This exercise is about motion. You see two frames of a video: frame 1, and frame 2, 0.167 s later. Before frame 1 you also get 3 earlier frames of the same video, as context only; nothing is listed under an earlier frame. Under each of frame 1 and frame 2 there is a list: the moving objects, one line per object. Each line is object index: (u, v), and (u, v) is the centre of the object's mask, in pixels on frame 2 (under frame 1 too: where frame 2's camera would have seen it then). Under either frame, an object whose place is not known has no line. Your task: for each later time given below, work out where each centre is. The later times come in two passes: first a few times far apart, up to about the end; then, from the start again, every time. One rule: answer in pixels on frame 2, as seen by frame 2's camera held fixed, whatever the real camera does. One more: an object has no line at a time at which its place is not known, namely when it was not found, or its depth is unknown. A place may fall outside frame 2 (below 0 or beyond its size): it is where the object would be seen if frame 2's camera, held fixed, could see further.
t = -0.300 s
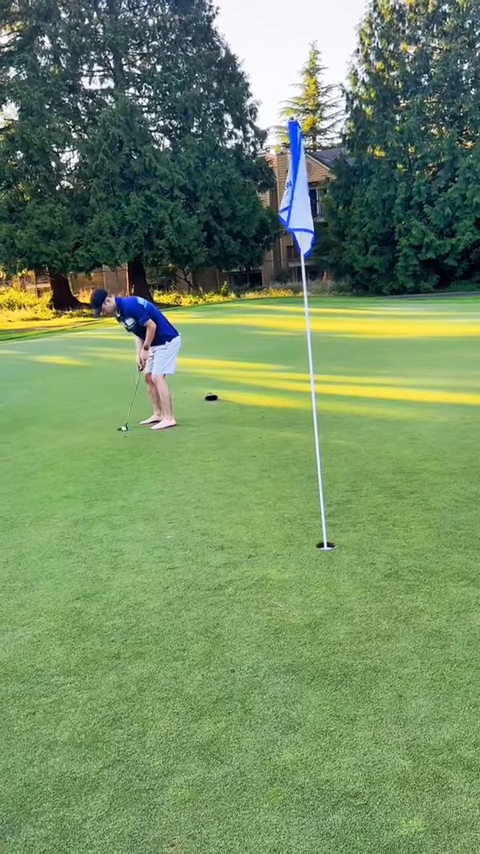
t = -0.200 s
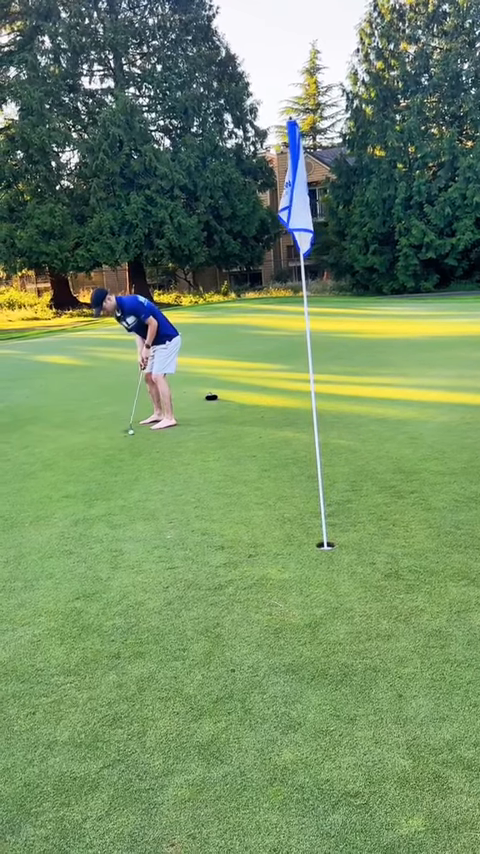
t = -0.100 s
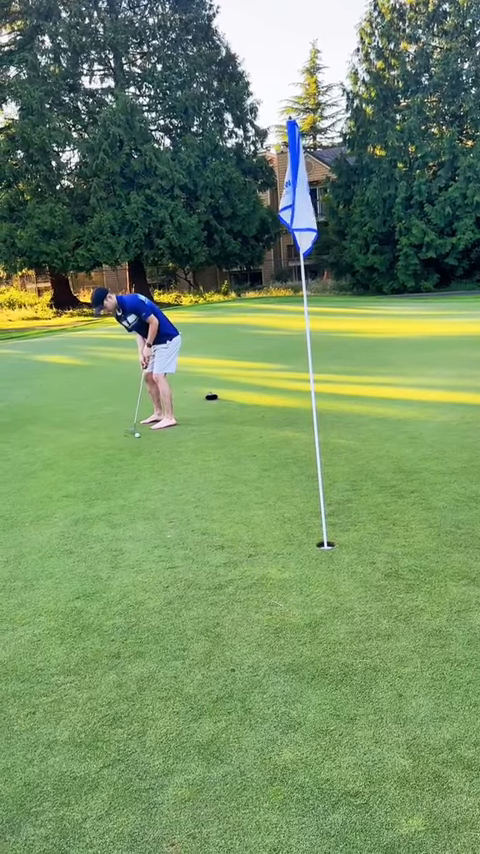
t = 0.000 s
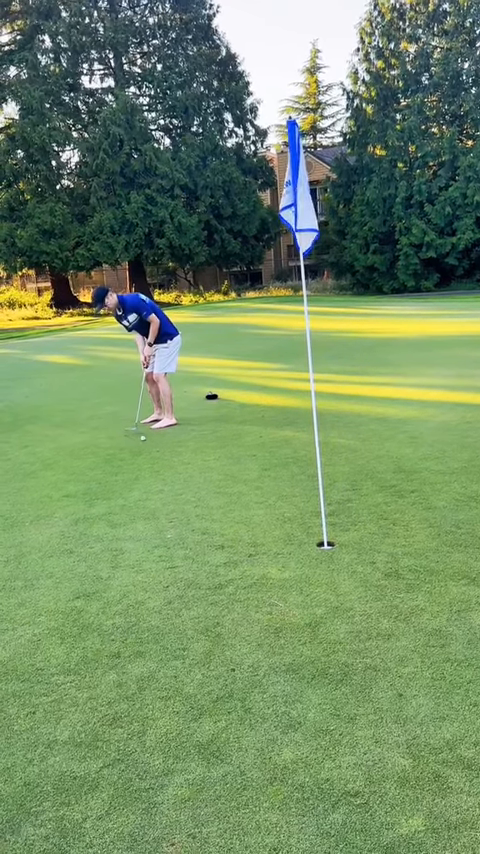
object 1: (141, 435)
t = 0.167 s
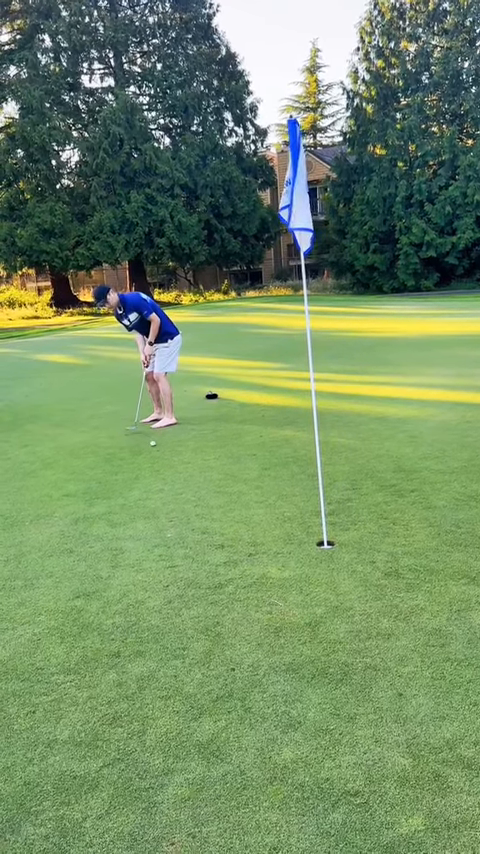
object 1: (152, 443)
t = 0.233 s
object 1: (156, 446)
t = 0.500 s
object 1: (171, 456)
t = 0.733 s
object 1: (183, 466)
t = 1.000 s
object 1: (196, 477)
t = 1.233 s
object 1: (209, 487)
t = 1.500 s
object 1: (223, 500)
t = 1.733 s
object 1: (234, 511)
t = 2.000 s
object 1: (246, 525)
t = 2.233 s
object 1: (255, 536)
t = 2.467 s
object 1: (264, 547)
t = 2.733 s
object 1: (273, 560)
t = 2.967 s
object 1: (278, 570)
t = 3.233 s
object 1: (283, 581)
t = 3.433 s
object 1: (287, 588)
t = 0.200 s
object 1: (154, 444)
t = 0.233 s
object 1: (156, 446)
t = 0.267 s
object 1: (158, 447)
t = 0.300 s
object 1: (160, 448)
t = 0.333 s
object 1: (162, 449)
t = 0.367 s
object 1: (164, 451)
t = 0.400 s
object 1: (165, 452)
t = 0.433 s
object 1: (167, 453)
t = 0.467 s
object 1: (169, 455)
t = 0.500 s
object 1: (171, 456)
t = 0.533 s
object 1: (172, 457)
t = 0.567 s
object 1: (174, 459)
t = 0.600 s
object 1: (176, 460)
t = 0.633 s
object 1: (178, 461)
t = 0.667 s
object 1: (179, 463)
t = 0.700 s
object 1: (181, 464)
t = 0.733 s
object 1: (183, 466)
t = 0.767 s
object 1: (184, 467)
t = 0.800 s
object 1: (186, 469)
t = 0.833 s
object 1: (188, 470)
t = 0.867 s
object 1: (189, 471)
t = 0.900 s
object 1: (191, 473)
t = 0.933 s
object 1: (193, 474)
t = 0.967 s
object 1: (195, 476)
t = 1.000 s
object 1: (196, 477)
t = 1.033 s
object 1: (199, 478)
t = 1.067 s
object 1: (200, 480)
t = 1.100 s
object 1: (202, 481)
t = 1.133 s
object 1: (204, 483)
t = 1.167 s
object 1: (206, 485)
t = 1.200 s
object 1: (207, 486)
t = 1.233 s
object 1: (209, 487)
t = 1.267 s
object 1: (211, 489)
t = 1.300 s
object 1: (213, 491)
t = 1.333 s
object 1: (214, 492)
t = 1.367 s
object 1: (216, 494)
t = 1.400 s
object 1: (218, 495)
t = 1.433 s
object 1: (220, 497)
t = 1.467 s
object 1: (221, 498)
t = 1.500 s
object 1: (223, 500)
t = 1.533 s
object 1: (225, 502)
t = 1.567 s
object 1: (226, 503)
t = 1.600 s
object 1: (228, 505)
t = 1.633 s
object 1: (229, 507)
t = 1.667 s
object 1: (231, 508)
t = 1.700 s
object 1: (232, 510)
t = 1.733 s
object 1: (234, 511)
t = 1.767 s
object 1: (235, 513)
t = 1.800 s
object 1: (237, 515)
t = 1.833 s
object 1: (239, 516)
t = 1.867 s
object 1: (240, 518)
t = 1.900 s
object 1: (241, 520)
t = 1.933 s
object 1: (243, 522)
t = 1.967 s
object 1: (244, 523)
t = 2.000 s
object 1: (246, 525)
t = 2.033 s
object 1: (247, 527)
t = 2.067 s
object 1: (249, 528)
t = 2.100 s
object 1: (250, 530)
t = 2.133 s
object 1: (251, 532)
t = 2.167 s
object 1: (253, 533)
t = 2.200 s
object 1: (254, 535)
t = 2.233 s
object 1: (255, 536)
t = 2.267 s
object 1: (257, 538)
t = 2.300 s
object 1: (258, 539)
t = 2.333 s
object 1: (259, 541)
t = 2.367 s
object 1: (260, 542)
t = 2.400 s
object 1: (262, 544)
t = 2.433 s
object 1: (263, 546)
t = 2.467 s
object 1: (264, 547)
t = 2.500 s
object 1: (265, 549)
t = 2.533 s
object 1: (266, 550)
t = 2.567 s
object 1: (268, 552)
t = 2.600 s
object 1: (269, 553)
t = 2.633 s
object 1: (270, 555)
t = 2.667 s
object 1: (271, 557)
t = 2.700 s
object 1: (272, 558)
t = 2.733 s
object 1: (273, 560)
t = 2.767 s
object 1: (274, 561)
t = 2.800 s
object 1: (274, 563)
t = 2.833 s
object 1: (275, 564)
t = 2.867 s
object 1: (276, 566)
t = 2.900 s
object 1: (276, 568)
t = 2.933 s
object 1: (277, 569)
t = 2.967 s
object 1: (278, 570)
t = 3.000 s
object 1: (279, 572)
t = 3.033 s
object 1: (280, 573)
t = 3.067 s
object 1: (280, 574)
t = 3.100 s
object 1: (281, 576)
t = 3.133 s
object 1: (281, 577)
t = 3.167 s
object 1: (282, 579)
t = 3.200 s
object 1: (283, 580)
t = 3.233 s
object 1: (283, 581)
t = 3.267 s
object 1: (284, 582)
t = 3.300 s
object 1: (284, 584)
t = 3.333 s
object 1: (285, 585)
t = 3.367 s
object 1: (286, 586)
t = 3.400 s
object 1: (287, 587)
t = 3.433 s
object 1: (287, 588)
